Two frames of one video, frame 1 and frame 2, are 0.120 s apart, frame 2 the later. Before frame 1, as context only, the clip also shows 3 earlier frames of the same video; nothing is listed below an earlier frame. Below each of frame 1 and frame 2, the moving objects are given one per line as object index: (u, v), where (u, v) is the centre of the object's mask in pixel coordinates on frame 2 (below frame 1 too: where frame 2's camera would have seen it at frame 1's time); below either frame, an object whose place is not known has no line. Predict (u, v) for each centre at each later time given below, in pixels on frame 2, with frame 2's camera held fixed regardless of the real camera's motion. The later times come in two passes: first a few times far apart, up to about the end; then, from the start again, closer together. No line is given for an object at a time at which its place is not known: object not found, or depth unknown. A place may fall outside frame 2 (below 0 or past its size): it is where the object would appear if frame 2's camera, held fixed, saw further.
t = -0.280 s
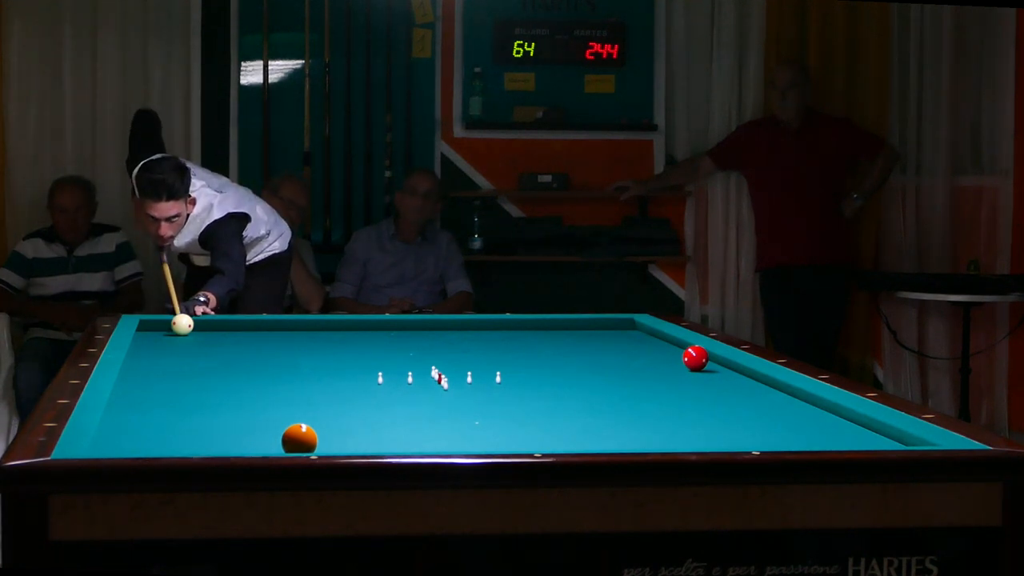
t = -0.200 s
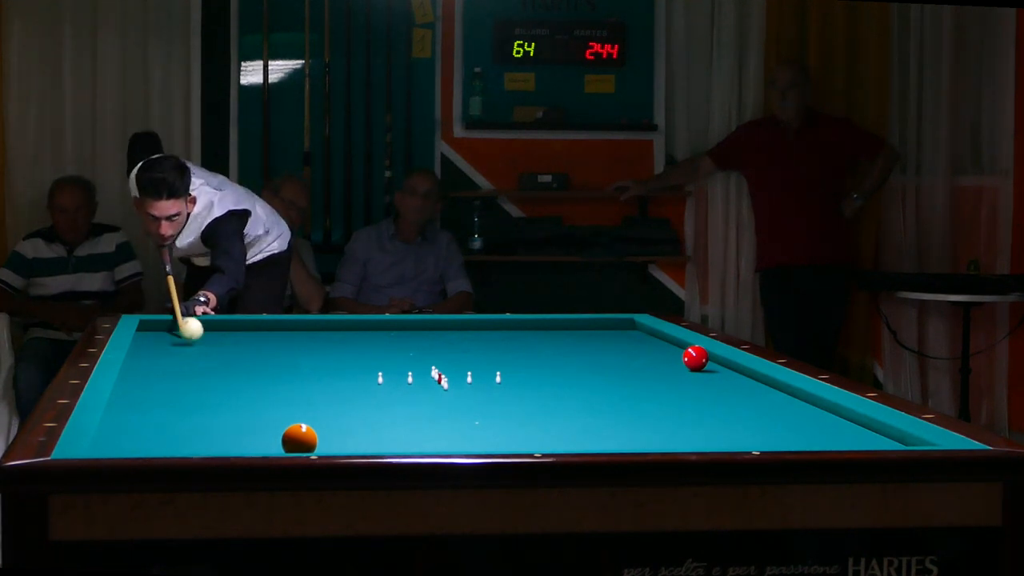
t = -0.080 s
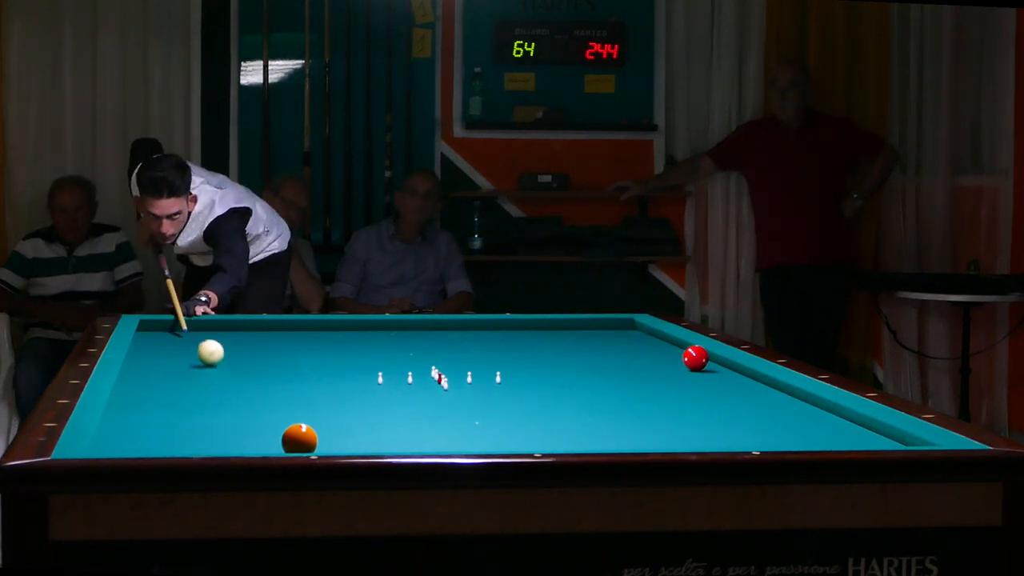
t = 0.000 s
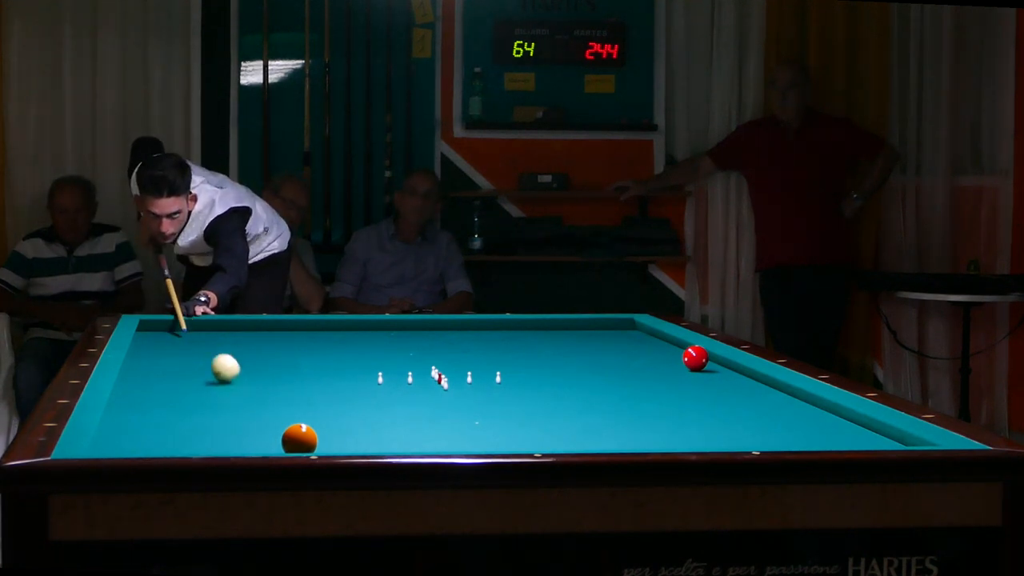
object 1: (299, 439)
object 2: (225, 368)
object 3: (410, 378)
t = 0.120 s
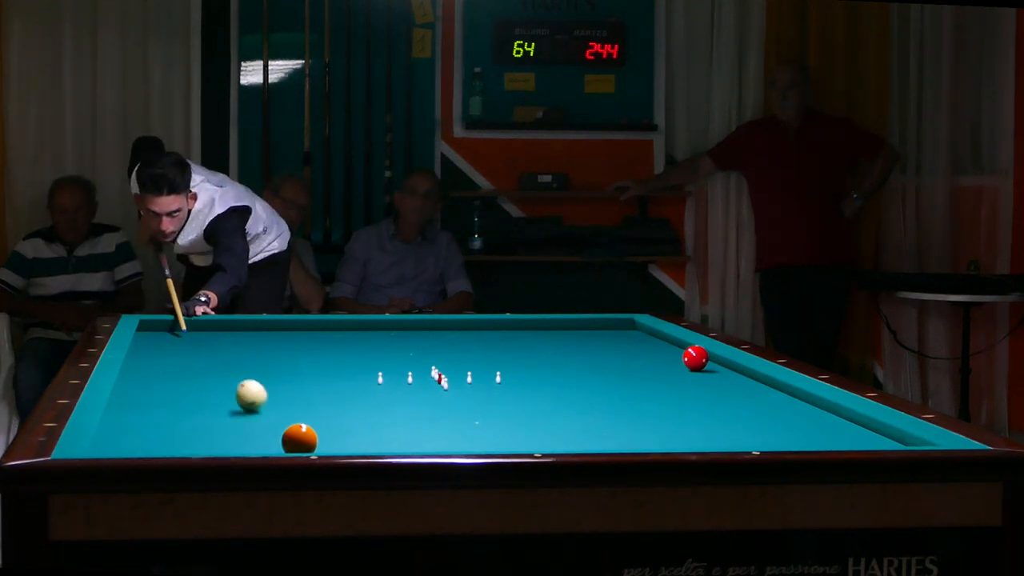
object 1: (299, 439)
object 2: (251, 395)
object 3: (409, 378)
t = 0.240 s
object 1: (299, 439)
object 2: (278, 425)
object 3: (409, 378)
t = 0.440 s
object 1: (355, 430)
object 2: (244, 438)
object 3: (409, 378)
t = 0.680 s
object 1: (383, 390)
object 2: (188, 439)
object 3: (410, 378)
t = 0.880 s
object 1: (398, 368)
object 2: (141, 441)
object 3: (416, 376)
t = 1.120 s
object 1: (412, 346)
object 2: (122, 442)
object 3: (461, 378)
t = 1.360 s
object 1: (423, 329)
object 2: (149, 442)
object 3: (470, 378)
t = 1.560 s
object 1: (433, 324)
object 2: (171, 442)
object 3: (470, 378)
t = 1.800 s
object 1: (447, 336)
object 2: (195, 441)
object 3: (470, 378)
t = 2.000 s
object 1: (459, 344)
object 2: (214, 442)
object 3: (470, 378)
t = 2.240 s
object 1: (475, 355)
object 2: (235, 442)
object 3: (470, 378)
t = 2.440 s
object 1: (489, 364)
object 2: (251, 441)
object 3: (470, 378)
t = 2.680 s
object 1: (508, 378)
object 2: (269, 441)
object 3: (470, 378)
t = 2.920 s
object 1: (528, 392)
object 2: (286, 441)
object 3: (470, 378)
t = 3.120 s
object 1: (547, 405)
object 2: (299, 441)
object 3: (470, 378)
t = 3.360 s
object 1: (572, 422)
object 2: (313, 441)
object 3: (470, 378)
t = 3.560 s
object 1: (596, 436)
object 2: (323, 441)
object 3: (470, 378)
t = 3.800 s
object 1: (612, 442)
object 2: (334, 441)
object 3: (470, 378)
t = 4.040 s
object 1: (594, 435)
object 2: (344, 441)
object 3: (470, 378)
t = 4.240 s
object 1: (580, 428)
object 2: (350, 440)
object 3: (470, 378)
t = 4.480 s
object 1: (566, 418)
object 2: (357, 441)
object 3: (470, 378)
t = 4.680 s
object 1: (554, 410)
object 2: (361, 441)
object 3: (470, 378)
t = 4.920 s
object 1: (542, 401)
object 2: (365, 440)
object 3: (470, 378)
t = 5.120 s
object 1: (532, 394)
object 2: (368, 441)
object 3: (470, 378)
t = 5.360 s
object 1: (521, 387)
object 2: (369, 440)
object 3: (470, 378)
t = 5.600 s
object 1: (512, 380)
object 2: (368, 441)
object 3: (470, 378)
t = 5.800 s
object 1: (504, 374)
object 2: (368, 441)
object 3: (470, 378)
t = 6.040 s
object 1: (495, 369)
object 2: (368, 441)
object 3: (469, 378)
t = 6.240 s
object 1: (488, 364)
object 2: (368, 441)
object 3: (470, 378)
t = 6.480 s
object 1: (479, 359)
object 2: (368, 441)
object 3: (470, 378)
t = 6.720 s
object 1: (472, 354)
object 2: (368, 441)
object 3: (470, 378)
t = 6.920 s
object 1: (467, 350)
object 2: (368, 441)
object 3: (470, 378)
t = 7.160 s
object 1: (460, 346)
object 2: (368, 441)
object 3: (470, 378)
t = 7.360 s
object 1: (455, 342)
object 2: (368, 440)
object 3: (470, 378)
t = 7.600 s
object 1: (450, 338)
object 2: (368, 441)
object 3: (470, 378)
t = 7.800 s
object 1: (445, 335)
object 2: (368, 441)
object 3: (470, 378)
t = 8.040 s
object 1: (441, 332)
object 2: (368, 441)
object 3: (470, 378)
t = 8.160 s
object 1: (439, 330)
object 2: (367, 441)
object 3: (470, 378)
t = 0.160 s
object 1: (299, 439)
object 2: (260, 405)
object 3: (409, 378)
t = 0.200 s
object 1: (299, 439)
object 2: (271, 416)
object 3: (409, 378)
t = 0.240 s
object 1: (299, 439)
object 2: (278, 425)
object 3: (409, 378)
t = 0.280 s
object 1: (308, 441)
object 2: (283, 435)
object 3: (409, 378)
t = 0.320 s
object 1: (334, 446)
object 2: (274, 436)
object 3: (410, 378)
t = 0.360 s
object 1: (342, 442)
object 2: (263, 437)
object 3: (410, 378)
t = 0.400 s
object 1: (349, 437)
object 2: (253, 437)
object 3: (409, 378)
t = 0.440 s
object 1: (355, 430)
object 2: (244, 438)
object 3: (409, 378)
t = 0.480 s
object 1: (360, 422)
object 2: (234, 438)
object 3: (409, 378)
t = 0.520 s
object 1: (365, 414)
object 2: (225, 438)
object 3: (409, 378)
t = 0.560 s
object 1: (370, 408)
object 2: (216, 439)
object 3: (409, 378)
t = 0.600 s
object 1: (375, 401)
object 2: (206, 439)
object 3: (409, 378)
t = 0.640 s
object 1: (379, 395)
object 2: (197, 439)
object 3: (410, 378)
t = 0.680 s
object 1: (383, 390)
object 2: (188, 439)
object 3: (410, 378)
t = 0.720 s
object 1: (386, 385)
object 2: (178, 440)
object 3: (410, 378)
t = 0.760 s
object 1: (389, 380)
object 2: (169, 440)
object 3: (410, 378)
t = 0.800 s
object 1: (392, 375)
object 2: (159, 440)
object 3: (409, 378)
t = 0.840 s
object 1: (395, 372)
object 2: (150, 441)
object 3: (410, 379)
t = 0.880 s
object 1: (398, 368)
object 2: (141, 441)
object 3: (416, 376)
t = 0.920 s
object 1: (400, 363)
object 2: (132, 441)
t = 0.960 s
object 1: (403, 360)
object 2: (122, 442)
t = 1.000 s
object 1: (405, 356)
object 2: (113, 442)
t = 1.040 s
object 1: (407, 353)
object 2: (111, 442)
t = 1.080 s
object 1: (409, 350)
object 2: (117, 442)
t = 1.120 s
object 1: (412, 346)
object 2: (122, 442)
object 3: (461, 378)
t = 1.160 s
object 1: (414, 343)
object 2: (127, 442)
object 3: (463, 378)
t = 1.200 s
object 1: (416, 340)
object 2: (132, 442)
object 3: (468, 378)
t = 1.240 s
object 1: (418, 337)
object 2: (136, 442)
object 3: (470, 378)
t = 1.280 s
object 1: (420, 334)
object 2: (140, 442)
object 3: (470, 378)
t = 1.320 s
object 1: (421, 332)
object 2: (145, 442)
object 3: (470, 378)
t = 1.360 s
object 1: (423, 329)
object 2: (149, 442)
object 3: (470, 378)
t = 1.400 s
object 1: (425, 327)
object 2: (153, 442)
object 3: (470, 378)
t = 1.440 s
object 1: (427, 324)
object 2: (158, 442)
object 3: (470, 378)
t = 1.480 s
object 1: (428, 321)
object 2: (162, 442)
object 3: (470, 378)
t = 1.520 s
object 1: (430, 322)
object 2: (166, 442)
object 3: (470, 378)
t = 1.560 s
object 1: (433, 324)
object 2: (171, 442)
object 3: (470, 378)
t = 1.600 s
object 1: (435, 326)
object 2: (175, 442)
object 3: (470, 378)
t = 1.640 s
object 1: (437, 328)
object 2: (179, 442)
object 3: (470, 378)
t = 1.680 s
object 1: (440, 330)
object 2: (183, 442)
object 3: (470, 378)
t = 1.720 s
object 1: (442, 332)
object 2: (187, 442)
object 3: (470, 378)
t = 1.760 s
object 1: (444, 334)
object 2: (191, 442)
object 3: (470, 378)
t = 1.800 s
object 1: (447, 336)
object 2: (195, 441)
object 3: (470, 378)
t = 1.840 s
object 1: (449, 338)
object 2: (198, 442)
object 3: (470, 378)
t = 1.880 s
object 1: (452, 339)
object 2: (202, 442)
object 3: (470, 378)
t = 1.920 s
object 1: (454, 341)
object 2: (206, 442)
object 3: (470, 378)
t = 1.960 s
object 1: (456, 343)
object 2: (210, 442)
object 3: (470, 378)
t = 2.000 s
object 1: (459, 344)
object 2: (214, 442)
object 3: (470, 378)
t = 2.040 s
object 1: (462, 346)
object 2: (217, 442)
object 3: (470, 378)
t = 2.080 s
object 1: (464, 348)
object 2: (221, 441)
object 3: (470, 378)
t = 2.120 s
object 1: (467, 350)
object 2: (224, 441)
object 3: (470, 378)
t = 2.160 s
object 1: (469, 352)
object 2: (228, 441)
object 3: (470, 378)
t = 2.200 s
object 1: (472, 353)
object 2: (231, 441)
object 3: (470, 378)
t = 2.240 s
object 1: (475, 355)
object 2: (235, 442)
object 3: (470, 378)
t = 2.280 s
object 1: (478, 357)
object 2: (238, 442)
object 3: (470, 378)
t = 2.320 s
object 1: (480, 359)
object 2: (241, 441)
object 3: (470, 378)
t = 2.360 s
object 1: (483, 361)
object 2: (245, 442)
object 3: (470, 378)
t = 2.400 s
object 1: (486, 363)
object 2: (248, 441)
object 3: (470, 378)
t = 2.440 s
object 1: (489, 364)
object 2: (251, 441)
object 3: (470, 378)
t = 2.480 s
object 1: (492, 366)
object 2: (254, 441)
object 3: (470, 378)
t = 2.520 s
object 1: (495, 369)
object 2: (257, 441)
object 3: (470, 378)
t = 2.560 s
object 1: (498, 371)
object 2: (260, 441)
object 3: (470, 378)
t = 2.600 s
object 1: (501, 373)
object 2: (263, 441)
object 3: (470, 378)
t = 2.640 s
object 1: (505, 375)
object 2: (266, 441)
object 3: (470, 378)
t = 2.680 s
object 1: (508, 378)
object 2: (269, 441)
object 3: (470, 378)
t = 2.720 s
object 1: (511, 380)
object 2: (272, 441)
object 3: (470, 378)
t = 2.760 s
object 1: (514, 382)
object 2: (275, 441)
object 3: (470, 378)
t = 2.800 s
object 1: (518, 384)
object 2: (278, 441)
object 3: (470, 378)
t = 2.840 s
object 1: (521, 387)
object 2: (281, 441)
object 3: (470, 378)
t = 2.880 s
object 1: (525, 389)
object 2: (284, 441)
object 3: (470, 378)
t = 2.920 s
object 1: (528, 392)
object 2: (286, 441)
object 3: (470, 378)
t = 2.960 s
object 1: (532, 394)
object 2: (289, 441)
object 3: (470, 378)
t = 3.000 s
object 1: (536, 397)
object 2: (291, 441)
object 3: (470, 378)
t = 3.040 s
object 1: (539, 399)
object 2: (294, 441)
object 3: (470, 378)
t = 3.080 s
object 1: (543, 402)
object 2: (296, 441)
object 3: (470, 378)
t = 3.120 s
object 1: (547, 405)
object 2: (299, 441)
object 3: (470, 378)
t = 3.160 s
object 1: (551, 408)
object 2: (301, 441)
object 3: (470, 378)
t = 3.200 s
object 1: (555, 410)
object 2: (303, 441)
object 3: (470, 378)
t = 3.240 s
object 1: (559, 413)
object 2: (306, 441)
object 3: (470, 378)
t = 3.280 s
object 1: (564, 416)
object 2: (308, 441)
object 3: (469, 378)
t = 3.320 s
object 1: (568, 419)
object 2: (310, 441)
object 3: (470, 378)
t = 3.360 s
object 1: (572, 422)
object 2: (313, 441)
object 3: (470, 378)
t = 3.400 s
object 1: (577, 426)
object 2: (315, 441)
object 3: (470, 378)
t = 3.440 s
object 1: (581, 429)
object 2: (317, 441)
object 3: (470, 378)
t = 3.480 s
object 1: (586, 432)
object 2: (319, 441)
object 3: (470, 378)
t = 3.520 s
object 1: (591, 434)
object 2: (321, 441)
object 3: (470, 378)
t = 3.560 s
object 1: (596, 436)
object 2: (323, 441)
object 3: (470, 378)
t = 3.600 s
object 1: (601, 438)
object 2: (325, 441)
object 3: (470, 378)
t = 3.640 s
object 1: (605, 440)
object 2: (327, 441)
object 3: (470, 378)
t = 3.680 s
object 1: (611, 441)
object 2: (329, 441)
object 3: (470, 378)
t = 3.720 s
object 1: (616, 443)
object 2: (330, 441)
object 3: (470, 378)
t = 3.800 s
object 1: (612, 442)
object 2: (334, 441)
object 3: (470, 378)
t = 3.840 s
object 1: (609, 440)
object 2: (336, 441)
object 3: (470, 378)
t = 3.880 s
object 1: (605, 439)
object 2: (337, 440)
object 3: (470, 378)
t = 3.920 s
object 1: (602, 438)
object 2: (339, 440)
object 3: (470, 378)
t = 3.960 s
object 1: (599, 437)
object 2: (341, 440)
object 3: (470, 378)
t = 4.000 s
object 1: (596, 436)
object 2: (342, 441)
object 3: (470, 378)
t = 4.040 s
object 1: (594, 435)
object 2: (344, 441)
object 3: (470, 378)
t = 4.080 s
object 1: (591, 434)
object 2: (345, 441)
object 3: (470, 378)
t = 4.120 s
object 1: (588, 433)
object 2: (346, 441)
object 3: (470, 378)
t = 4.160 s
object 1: (585, 431)
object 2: (348, 441)
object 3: (470, 378)
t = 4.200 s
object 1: (583, 430)
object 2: (349, 441)
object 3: (470, 378)
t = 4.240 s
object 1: (580, 428)
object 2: (350, 440)
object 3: (470, 378)
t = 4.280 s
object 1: (578, 426)
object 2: (351, 441)
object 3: (470, 378)
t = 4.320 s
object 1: (575, 424)
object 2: (353, 441)
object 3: (470, 378)
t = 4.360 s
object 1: (573, 423)
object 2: (354, 441)
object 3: (470, 378)
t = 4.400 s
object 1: (570, 421)
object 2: (355, 440)
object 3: (470, 378)
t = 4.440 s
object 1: (568, 419)
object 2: (356, 440)
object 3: (469, 378)
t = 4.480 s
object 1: (566, 418)
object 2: (357, 441)
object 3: (470, 378)
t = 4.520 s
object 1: (563, 416)
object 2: (358, 441)
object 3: (470, 378)
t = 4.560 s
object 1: (561, 414)
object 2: (359, 440)
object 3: (470, 378)
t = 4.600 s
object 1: (559, 413)
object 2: (360, 441)
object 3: (470, 378)
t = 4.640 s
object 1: (556, 411)
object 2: (360, 441)
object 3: (470, 378)
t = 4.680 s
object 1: (554, 410)
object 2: (361, 441)
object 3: (470, 378)
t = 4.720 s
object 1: (552, 408)
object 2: (362, 441)
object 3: (470, 378)
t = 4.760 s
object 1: (550, 407)
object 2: (363, 441)
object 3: (470, 378)
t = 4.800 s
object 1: (548, 405)
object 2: (363, 441)
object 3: (470, 378)
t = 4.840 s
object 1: (546, 404)
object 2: (364, 440)
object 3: (470, 378)
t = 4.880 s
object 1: (544, 402)
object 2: (365, 440)
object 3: (470, 378)
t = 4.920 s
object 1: (542, 401)
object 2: (365, 440)
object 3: (470, 378)
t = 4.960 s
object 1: (540, 399)
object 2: (366, 441)
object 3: (470, 378)
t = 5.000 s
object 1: (538, 398)
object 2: (366, 440)
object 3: (470, 378)
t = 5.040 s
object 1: (536, 397)
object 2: (367, 441)
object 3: (470, 378)
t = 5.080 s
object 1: (534, 396)
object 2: (367, 440)
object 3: (470, 378)
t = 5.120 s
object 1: (532, 394)
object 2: (368, 441)
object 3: (470, 378)
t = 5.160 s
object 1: (530, 393)
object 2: (368, 440)
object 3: (470, 378)
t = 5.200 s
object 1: (528, 392)
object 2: (368, 441)
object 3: (470, 378)
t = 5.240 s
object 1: (527, 390)
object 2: (369, 441)
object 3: (470, 378)
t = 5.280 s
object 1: (525, 389)
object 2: (369, 441)
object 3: (470, 378)
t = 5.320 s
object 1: (523, 388)
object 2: (369, 441)
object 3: (470, 378)
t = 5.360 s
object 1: (521, 387)
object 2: (369, 440)
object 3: (470, 378)
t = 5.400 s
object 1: (520, 386)
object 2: (369, 441)
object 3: (470, 378)
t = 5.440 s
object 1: (518, 384)
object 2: (369, 440)
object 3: (470, 378)
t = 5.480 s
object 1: (516, 383)
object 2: (369, 441)
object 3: (470, 378)
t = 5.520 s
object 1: (515, 382)
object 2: (368, 441)
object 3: (470, 378)
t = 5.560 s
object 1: (513, 381)
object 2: (368, 441)
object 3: (470, 378)
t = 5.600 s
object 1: (512, 380)
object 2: (368, 441)
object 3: (470, 378)
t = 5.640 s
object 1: (510, 379)
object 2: (368, 440)
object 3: (470, 378)
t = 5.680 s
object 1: (508, 378)
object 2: (368, 440)
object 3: (469, 378)
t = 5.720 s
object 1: (507, 376)
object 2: (368, 441)
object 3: (470, 378)
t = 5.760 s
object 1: (505, 376)
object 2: (368, 441)
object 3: (470, 378)
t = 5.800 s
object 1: (504, 374)
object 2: (368, 441)
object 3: (470, 378)
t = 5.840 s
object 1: (502, 374)
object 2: (368, 441)
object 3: (470, 378)
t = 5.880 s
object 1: (501, 372)
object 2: (368, 441)
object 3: (470, 378)
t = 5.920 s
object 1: (499, 372)
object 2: (368, 441)
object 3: (470, 378)
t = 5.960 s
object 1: (498, 370)
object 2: (368, 441)
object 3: (470, 378)
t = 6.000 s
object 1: (496, 369)
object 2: (368, 441)
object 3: (470, 378)
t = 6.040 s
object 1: (495, 369)
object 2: (368, 441)
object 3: (469, 378)
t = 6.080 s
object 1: (493, 368)
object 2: (368, 441)
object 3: (470, 378)
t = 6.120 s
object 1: (492, 367)
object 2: (368, 441)
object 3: (470, 378)
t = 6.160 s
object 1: (490, 366)
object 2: (368, 441)
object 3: (470, 378)
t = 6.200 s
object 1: (489, 365)
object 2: (368, 441)
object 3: (470, 378)
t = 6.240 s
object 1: (488, 364)
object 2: (368, 441)
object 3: (470, 378)
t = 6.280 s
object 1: (486, 363)
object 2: (368, 441)
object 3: (470, 378)
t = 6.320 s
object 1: (485, 362)
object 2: (368, 441)
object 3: (470, 378)
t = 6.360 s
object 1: (484, 361)
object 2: (368, 441)
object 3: (469, 378)
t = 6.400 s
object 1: (482, 361)
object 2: (368, 441)
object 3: (470, 378)
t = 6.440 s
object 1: (481, 360)
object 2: (368, 441)
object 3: (469, 378)
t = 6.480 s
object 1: (479, 359)
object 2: (368, 441)
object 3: (470, 378)
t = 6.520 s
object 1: (478, 358)
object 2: (368, 441)
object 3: (470, 378)
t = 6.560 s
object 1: (477, 357)
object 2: (368, 441)
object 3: (470, 378)
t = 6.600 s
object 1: (476, 356)
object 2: (368, 441)
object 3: (470, 378)
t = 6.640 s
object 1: (474, 356)
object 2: (368, 441)
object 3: (470, 378)
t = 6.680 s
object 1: (473, 355)
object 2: (368, 441)
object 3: (469, 378)
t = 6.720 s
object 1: (472, 354)
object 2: (368, 441)
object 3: (470, 378)
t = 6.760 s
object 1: (471, 353)
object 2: (368, 441)
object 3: (470, 378)
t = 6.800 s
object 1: (470, 352)
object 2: (368, 441)
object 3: (469, 378)
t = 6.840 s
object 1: (469, 352)
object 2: (368, 441)
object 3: (469, 378)
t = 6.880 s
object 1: (467, 351)
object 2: (368, 441)
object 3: (470, 378)
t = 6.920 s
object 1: (467, 350)
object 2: (368, 441)
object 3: (470, 378)
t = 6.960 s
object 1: (465, 349)
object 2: (368, 441)
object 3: (470, 378)
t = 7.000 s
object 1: (464, 349)
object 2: (368, 441)
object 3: (470, 378)
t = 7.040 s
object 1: (463, 348)
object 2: (368, 441)
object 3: (470, 378)
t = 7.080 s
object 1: (462, 347)
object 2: (368, 441)
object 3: (470, 378)
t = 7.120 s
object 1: (461, 346)
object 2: (368, 440)
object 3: (470, 378)
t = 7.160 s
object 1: (460, 346)
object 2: (368, 441)
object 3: (470, 378)
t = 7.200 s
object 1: (459, 345)
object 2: (368, 441)
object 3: (470, 378)
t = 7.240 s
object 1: (458, 344)
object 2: (368, 441)
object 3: (470, 378)
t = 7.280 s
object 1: (457, 344)
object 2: (368, 441)
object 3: (470, 378)
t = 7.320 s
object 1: (456, 343)
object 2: (368, 441)
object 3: (470, 378)
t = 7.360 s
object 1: (455, 342)
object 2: (368, 440)
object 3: (470, 378)
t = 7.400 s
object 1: (454, 342)
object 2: (368, 441)
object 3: (470, 378)
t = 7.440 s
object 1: (453, 341)
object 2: (367, 441)
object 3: (470, 378)
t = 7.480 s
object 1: (452, 340)
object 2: (368, 441)
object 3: (470, 378)
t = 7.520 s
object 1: (451, 340)
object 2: (367, 441)
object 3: (470, 378)
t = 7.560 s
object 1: (450, 339)
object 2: (367, 440)
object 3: (470, 378)
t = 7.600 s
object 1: (450, 338)
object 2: (368, 441)
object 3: (470, 378)
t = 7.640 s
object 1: (449, 338)
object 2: (368, 441)
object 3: (470, 378)
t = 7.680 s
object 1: (448, 337)
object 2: (368, 441)
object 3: (470, 378)
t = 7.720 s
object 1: (447, 337)
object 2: (368, 441)
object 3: (470, 378)
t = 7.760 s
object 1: (446, 336)
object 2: (367, 441)
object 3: (470, 378)
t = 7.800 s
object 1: (445, 335)
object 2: (368, 441)
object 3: (470, 378)
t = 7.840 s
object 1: (445, 335)
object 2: (368, 440)
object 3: (470, 378)
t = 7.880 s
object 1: (444, 334)
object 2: (368, 440)
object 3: (470, 378)
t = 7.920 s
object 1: (443, 334)
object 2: (367, 441)
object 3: (470, 378)
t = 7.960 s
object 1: (442, 333)
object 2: (368, 441)
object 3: (470, 378)
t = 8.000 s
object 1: (442, 333)
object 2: (367, 440)
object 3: (470, 378)
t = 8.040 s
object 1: (441, 332)
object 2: (368, 441)
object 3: (470, 378)
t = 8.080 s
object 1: (440, 331)
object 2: (367, 441)
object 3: (470, 378)
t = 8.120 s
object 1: (440, 331)
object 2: (368, 440)
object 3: (470, 378)
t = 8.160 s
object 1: (439, 330)
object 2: (367, 441)
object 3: (470, 378)
